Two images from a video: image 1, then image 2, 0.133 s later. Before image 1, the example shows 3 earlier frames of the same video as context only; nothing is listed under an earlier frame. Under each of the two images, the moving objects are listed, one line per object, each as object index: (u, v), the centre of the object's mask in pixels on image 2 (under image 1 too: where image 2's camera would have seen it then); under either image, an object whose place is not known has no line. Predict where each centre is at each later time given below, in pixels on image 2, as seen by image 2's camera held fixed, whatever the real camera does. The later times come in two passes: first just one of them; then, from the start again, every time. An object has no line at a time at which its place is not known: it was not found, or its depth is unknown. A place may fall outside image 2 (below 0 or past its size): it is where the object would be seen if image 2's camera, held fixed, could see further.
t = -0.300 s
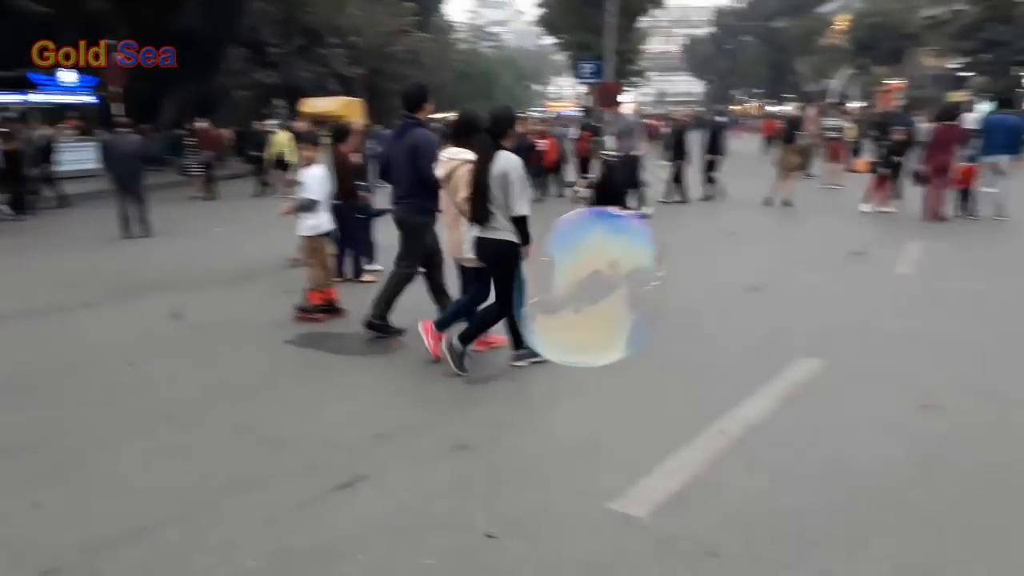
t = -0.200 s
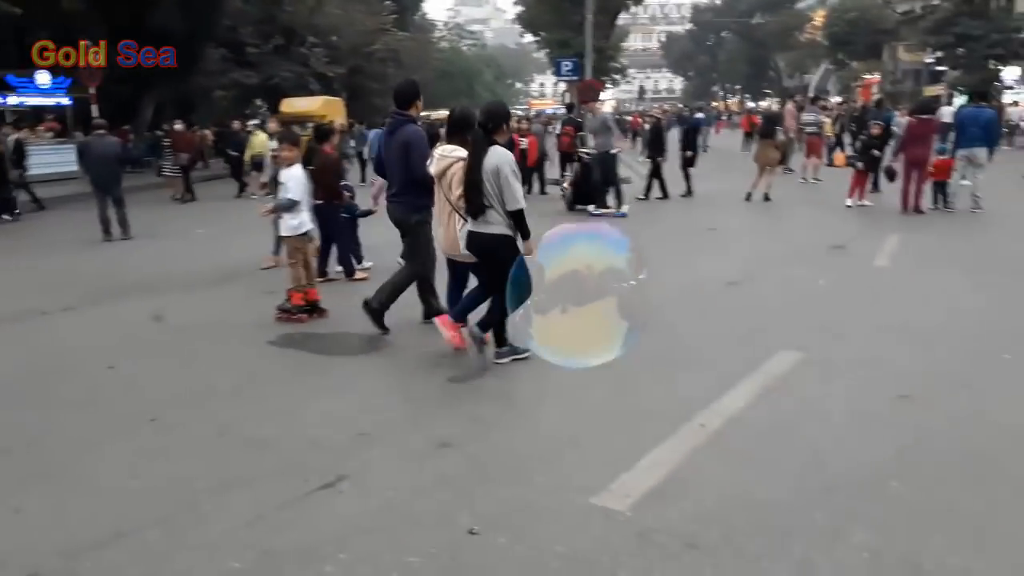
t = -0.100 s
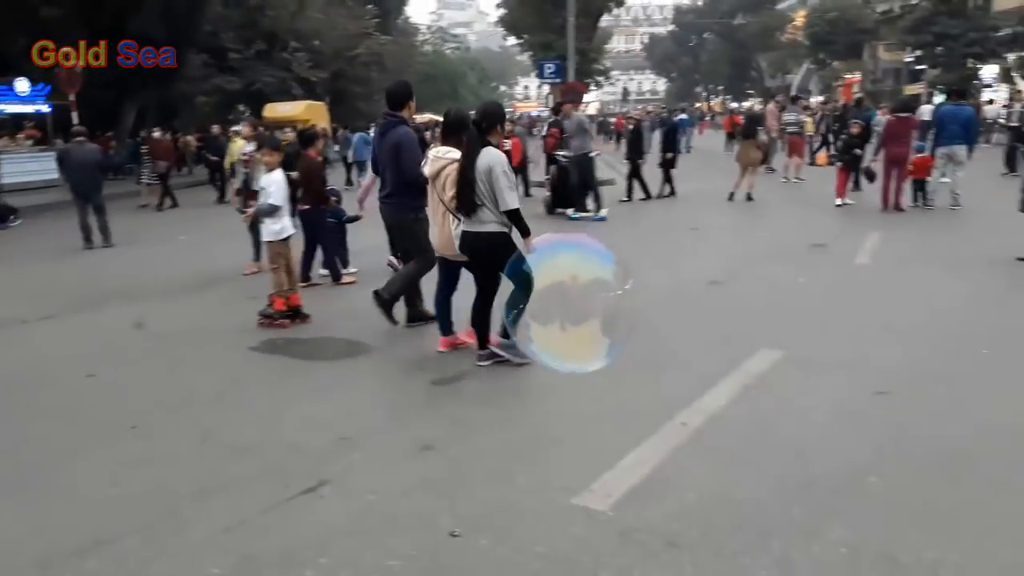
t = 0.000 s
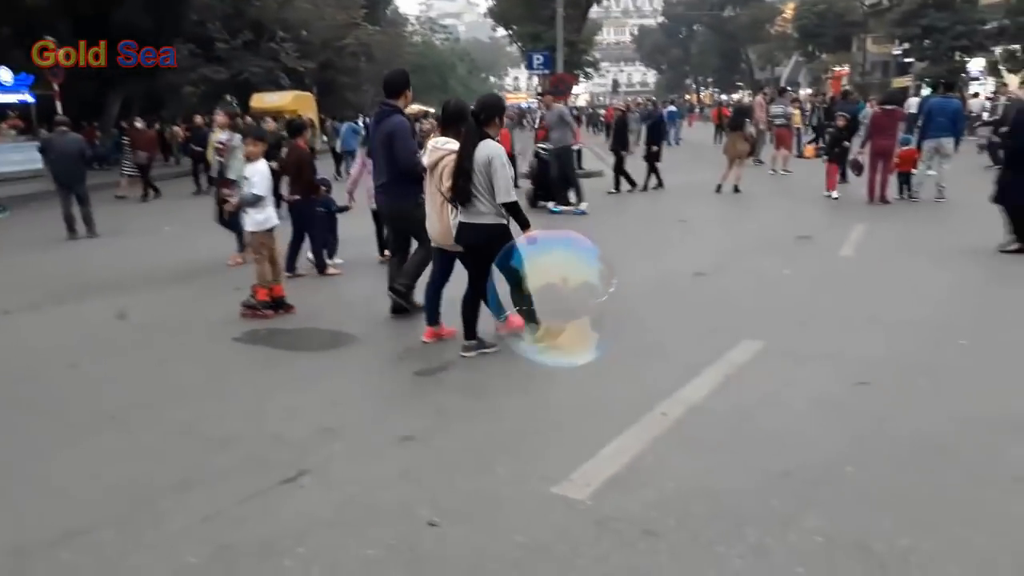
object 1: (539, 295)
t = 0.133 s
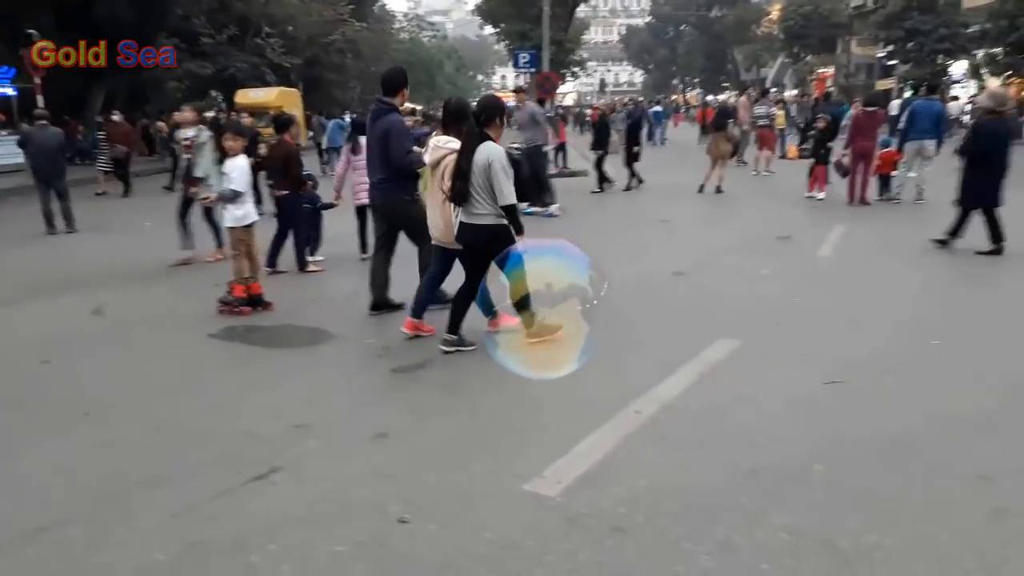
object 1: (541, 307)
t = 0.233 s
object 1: (554, 314)
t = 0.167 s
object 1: (549, 310)
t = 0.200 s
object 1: (552, 312)
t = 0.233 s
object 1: (554, 314)
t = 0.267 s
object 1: (552, 314)
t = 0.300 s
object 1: (555, 314)
